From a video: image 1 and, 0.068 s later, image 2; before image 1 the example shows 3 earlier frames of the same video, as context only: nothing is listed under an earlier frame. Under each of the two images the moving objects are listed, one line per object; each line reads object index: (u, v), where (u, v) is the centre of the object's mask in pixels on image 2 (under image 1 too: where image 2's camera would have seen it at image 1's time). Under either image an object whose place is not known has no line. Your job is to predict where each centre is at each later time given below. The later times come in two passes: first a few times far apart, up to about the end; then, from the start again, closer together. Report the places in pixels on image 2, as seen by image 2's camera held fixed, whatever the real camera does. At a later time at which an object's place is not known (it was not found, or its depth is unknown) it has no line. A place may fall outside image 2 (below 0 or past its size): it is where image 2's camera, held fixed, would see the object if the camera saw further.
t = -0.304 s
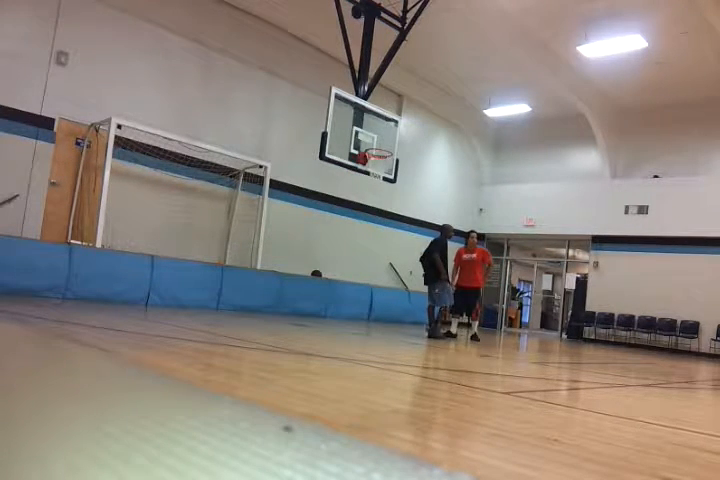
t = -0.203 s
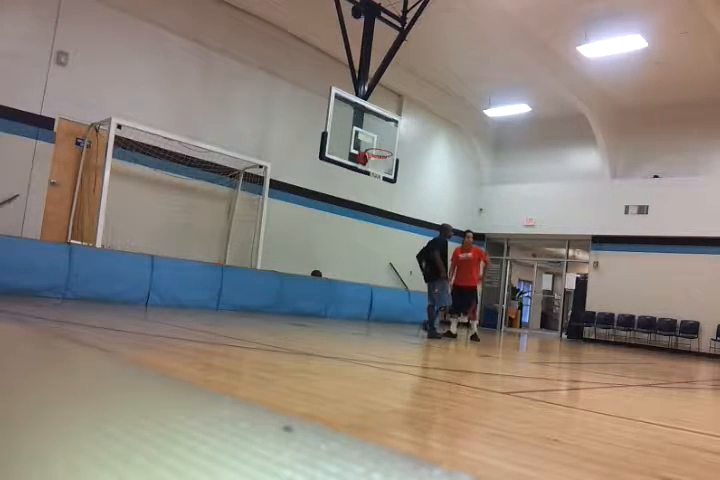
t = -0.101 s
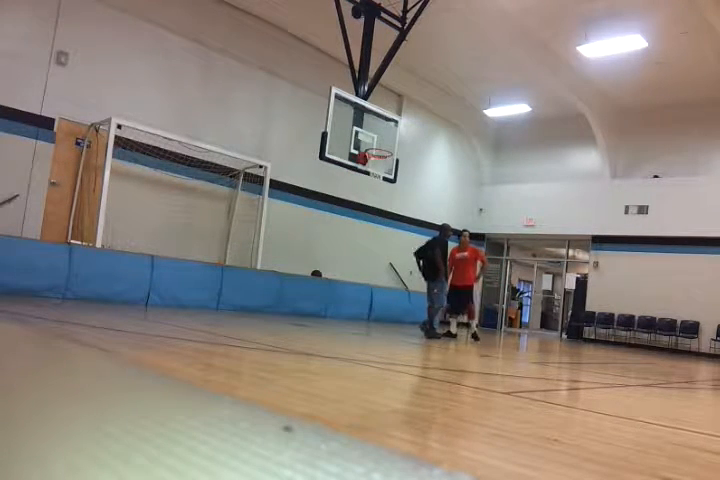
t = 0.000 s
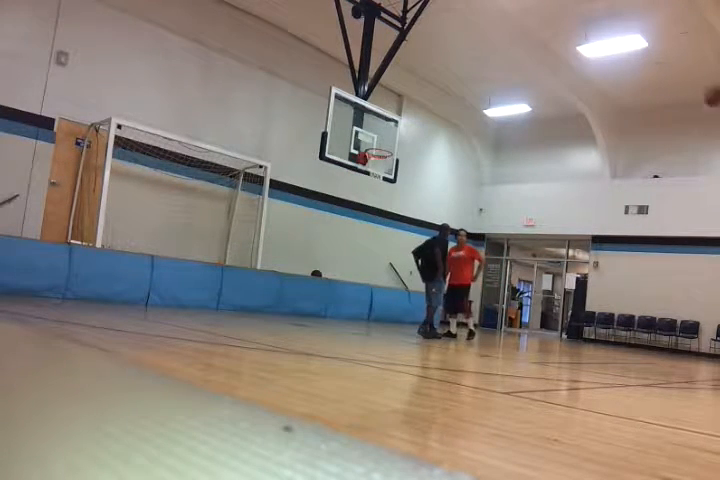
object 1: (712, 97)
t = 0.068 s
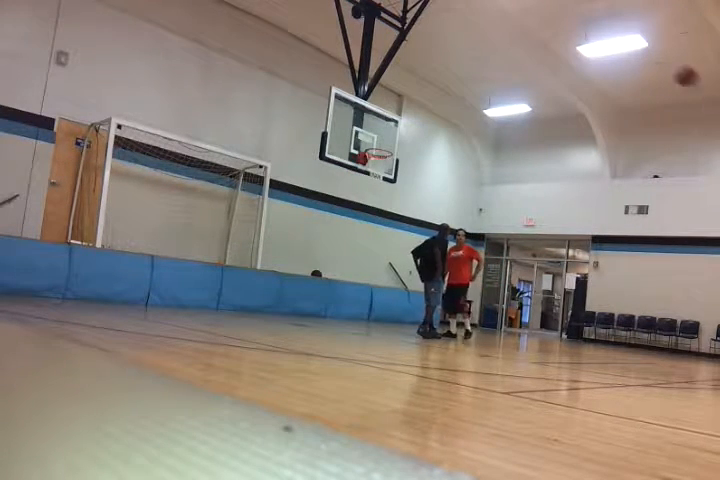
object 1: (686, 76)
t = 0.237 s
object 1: (620, 47)
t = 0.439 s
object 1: (550, 40)
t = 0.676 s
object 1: (478, 67)
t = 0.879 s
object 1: (422, 111)
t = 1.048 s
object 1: (379, 163)
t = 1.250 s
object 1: (341, 234)
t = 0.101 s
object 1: (673, 68)
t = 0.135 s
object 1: (659, 61)
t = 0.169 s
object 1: (646, 55)
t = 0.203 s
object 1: (633, 53)
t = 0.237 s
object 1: (620, 47)
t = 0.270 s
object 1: (608, 41)
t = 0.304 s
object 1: (597, 40)
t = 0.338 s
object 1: (584, 39)
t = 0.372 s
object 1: (574, 39)
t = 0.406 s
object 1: (561, 40)
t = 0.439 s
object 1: (550, 40)
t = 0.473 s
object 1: (539, 41)
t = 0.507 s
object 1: (529, 44)
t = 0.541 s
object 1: (519, 46)
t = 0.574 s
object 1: (508, 50)
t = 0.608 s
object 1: (498, 55)
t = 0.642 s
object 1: (488, 60)
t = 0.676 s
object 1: (478, 67)
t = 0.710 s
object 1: (468, 73)
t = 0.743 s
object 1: (459, 79)
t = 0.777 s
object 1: (449, 87)
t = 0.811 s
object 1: (439, 95)
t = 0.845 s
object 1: (430, 103)
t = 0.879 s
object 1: (422, 111)
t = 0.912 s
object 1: (413, 120)
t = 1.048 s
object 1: (379, 163)
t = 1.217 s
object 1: (347, 222)
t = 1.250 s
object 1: (341, 234)
